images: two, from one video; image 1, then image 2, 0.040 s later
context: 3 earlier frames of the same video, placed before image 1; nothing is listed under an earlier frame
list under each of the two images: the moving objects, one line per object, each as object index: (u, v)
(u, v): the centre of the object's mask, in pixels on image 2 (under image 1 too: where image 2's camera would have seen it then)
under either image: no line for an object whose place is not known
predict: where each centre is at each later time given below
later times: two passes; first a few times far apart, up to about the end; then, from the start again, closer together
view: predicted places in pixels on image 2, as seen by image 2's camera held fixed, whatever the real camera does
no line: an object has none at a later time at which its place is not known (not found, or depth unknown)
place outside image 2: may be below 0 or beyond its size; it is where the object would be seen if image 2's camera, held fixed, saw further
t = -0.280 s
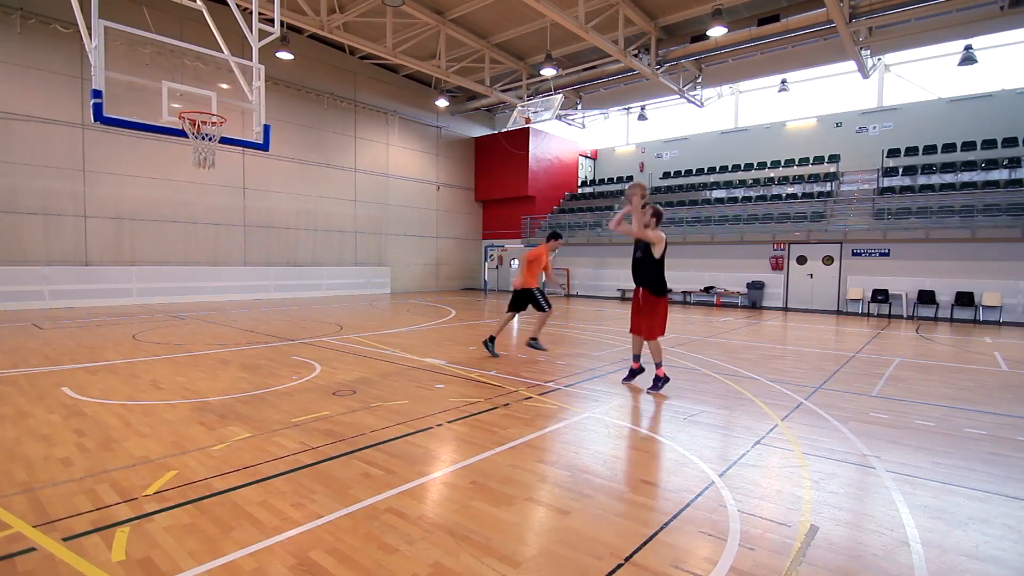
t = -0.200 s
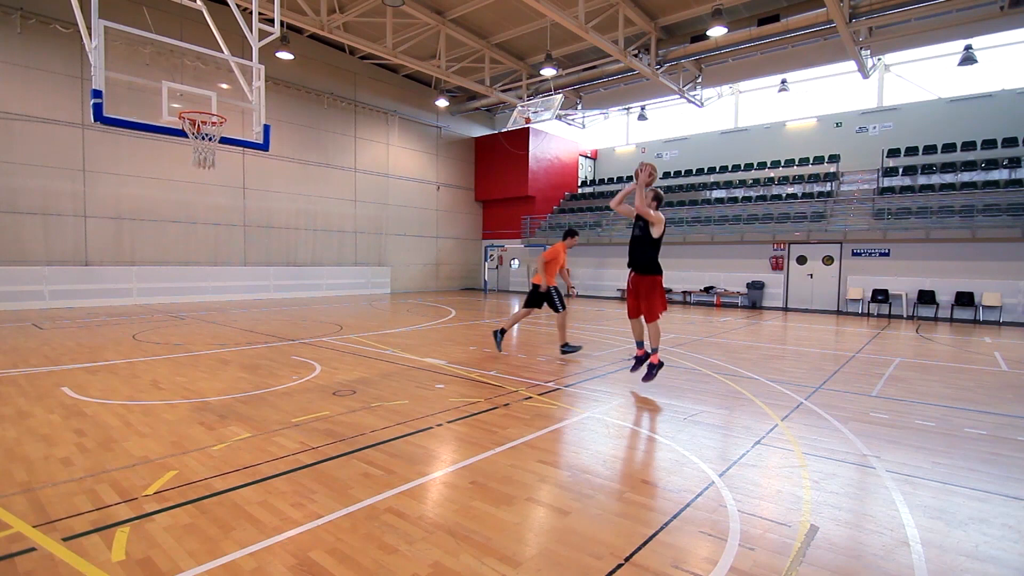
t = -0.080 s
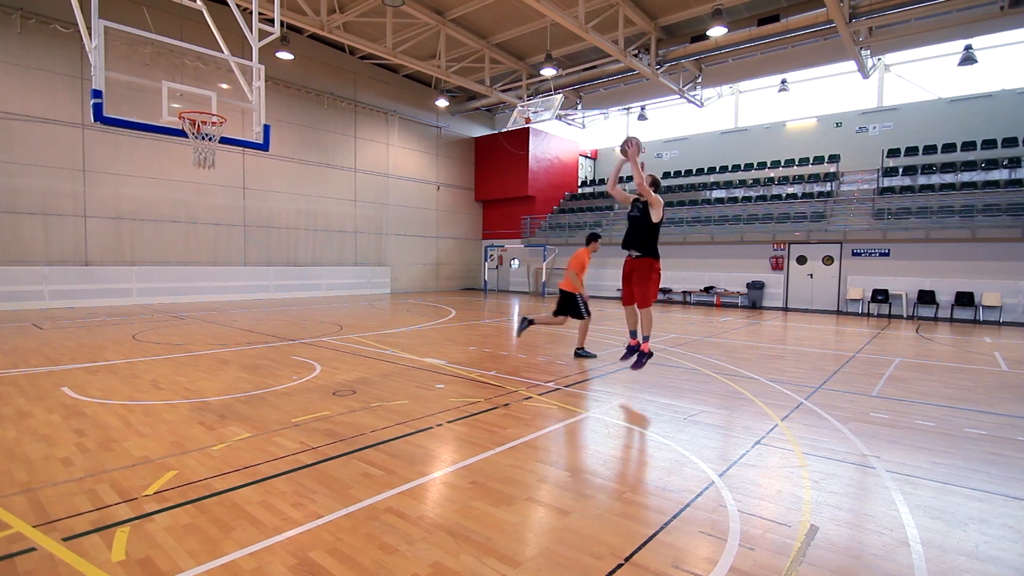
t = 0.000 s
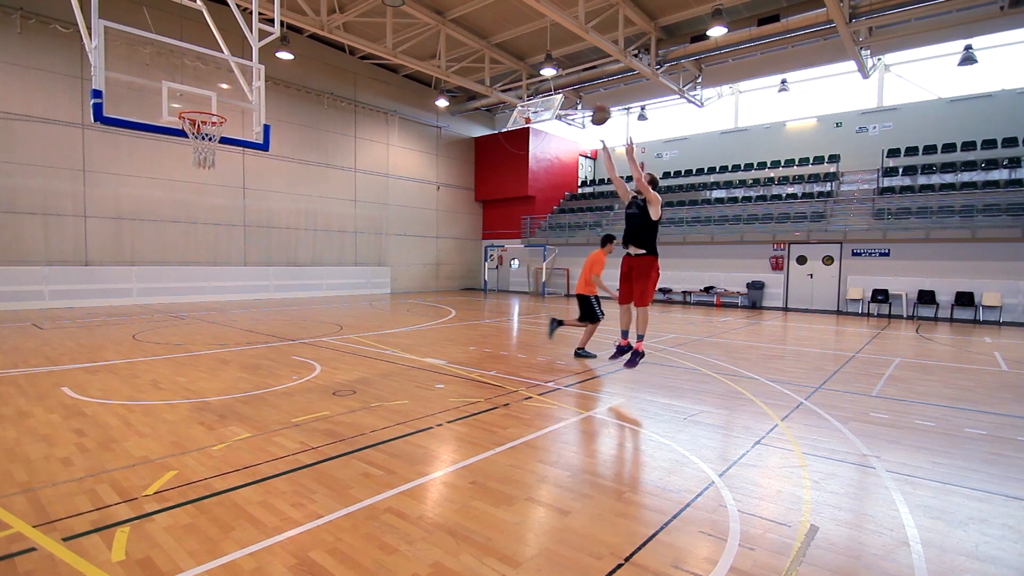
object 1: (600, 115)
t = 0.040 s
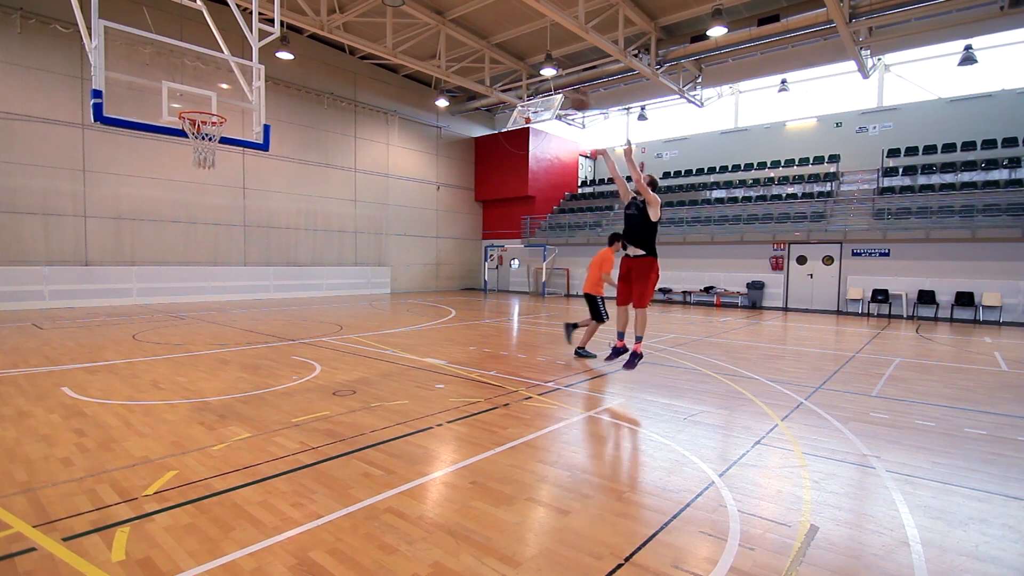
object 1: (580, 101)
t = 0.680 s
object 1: (289, 50)
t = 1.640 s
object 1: (204, 362)
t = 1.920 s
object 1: (232, 261)
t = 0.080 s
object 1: (561, 86)
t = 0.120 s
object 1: (541, 75)
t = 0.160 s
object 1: (523, 62)
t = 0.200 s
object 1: (504, 53)
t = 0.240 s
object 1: (486, 45)
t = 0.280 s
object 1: (467, 37)
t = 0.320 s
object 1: (449, 32)
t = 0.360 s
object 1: (430, 29)
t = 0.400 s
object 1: (411, 26)
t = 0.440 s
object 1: (393, 26)
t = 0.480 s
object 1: (376, 26)
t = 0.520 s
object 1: (358, 28)
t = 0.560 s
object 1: (340, 31)
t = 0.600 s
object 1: (324, 37)
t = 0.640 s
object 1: (308, 41)
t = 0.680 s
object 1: (289, 50)
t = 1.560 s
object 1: (201, 322)
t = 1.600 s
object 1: (202, 345)
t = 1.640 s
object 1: (204, 362)
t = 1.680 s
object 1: (208, 343)
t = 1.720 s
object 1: (212, 326)
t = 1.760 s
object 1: (216, 311)
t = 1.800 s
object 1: (220, 297)
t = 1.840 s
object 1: (224, 284)
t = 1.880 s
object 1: (228, 272)
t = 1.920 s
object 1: (232, 261)
